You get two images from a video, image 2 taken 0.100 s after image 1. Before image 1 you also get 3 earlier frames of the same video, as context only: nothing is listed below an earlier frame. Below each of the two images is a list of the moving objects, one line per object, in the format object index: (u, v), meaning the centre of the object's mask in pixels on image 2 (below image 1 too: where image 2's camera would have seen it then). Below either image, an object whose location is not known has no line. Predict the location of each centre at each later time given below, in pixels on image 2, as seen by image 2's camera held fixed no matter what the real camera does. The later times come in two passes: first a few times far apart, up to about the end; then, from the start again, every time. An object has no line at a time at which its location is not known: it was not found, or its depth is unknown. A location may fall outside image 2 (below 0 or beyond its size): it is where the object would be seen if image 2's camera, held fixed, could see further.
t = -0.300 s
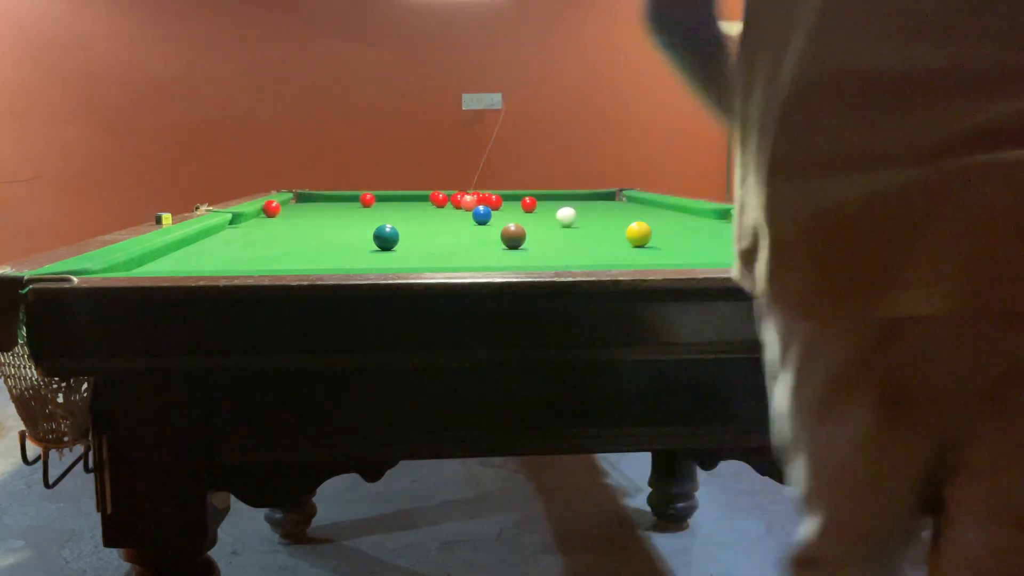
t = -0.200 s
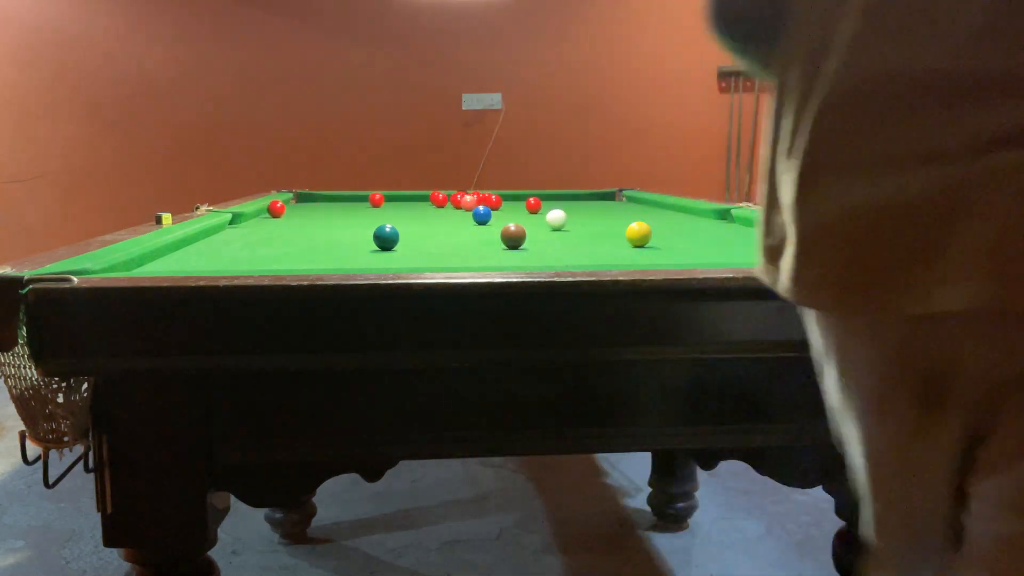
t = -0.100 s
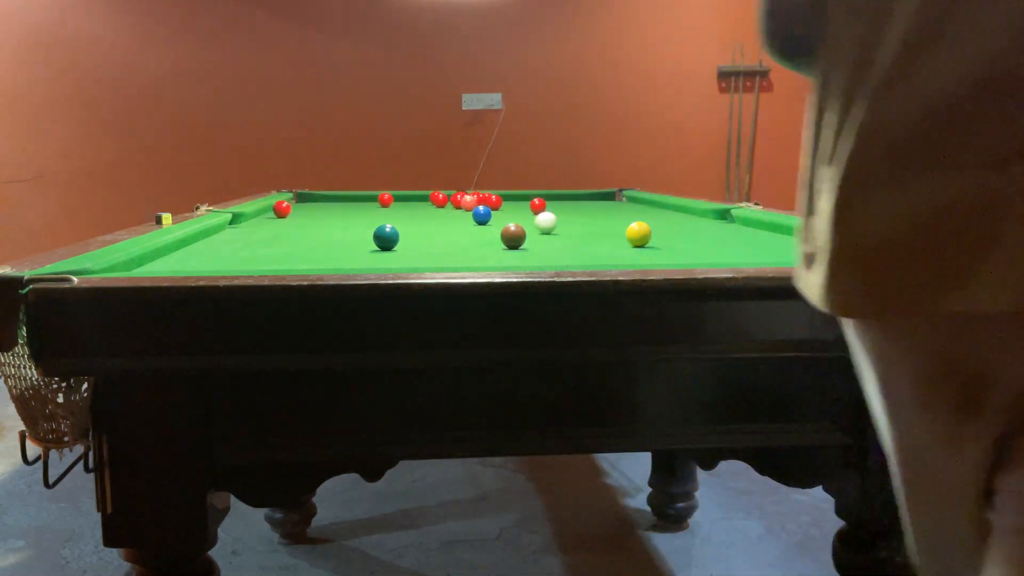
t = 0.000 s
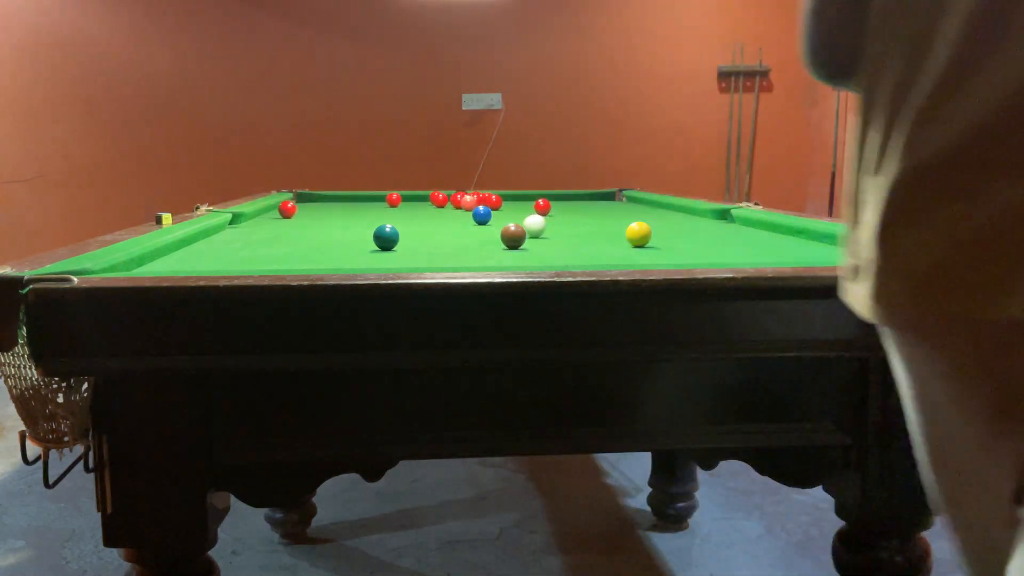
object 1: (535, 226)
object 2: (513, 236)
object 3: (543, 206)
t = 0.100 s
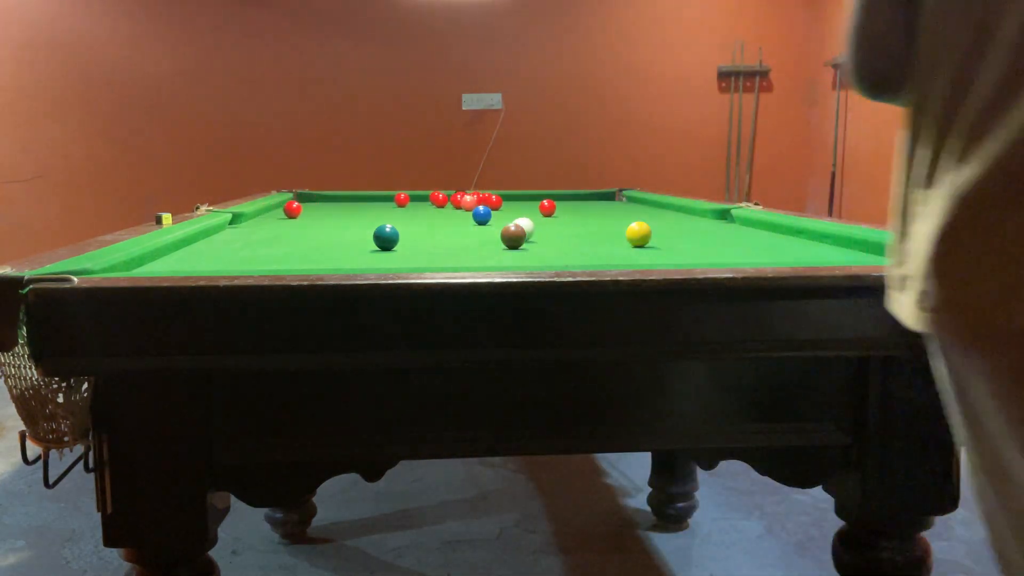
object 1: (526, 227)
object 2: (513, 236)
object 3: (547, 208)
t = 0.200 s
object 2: (513, 236)
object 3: (552, 208)
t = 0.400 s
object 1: (465, 235)
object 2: (527, 241)
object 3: (561, 210)
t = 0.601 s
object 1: (422, 237)
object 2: (541, 246)
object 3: (571, 212)
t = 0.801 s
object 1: (383, 240)
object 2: (555, 251)
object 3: (580, 214)
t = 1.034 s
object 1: (339, 243)
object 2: (572, 254)
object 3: (591, 216)
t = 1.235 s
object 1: (301, 246)
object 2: (588, 257)
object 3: (600, 218)
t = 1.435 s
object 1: (263, 249)
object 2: (605, 259)
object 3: (608, 219)
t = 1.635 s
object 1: (226, 252)
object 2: (606, 259)
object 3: (616, 221)
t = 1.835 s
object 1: (188, 255)
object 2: (601, 257)
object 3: (622, 222)
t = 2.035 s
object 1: (151, 257)
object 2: (596, 256)
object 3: (628, 221)
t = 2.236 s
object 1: (162, 258)
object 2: (591, 255)
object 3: (638, 219)
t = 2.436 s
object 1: (173, 258)
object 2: (585, 254)
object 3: (649, 223)
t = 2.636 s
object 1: (183, 258)
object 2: (580, 253)
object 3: (655, 227)
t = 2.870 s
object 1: (192, 259)
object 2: (574, 252)
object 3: (661, 229)
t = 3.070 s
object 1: (199, 259)
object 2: (571, 251)
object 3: (666, 230)
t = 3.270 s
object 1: (203, 259)
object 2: (568, 250)
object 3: (669, 231)
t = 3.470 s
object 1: (204, 259)
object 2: (567, 250)
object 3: (672, 231)
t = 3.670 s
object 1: (203, 259)
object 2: (566, 250)
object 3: (674, 232)
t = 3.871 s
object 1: (203, 259)
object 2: (566, 250)
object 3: (675, 232)
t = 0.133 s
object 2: (513, 236)
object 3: (549, 208)
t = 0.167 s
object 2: (513, 236)
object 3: (550, 208)
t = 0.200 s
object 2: (513, 236)
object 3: (552, 208)
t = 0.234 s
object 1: (498, 233)
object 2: (516, 237)
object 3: (554, 209)
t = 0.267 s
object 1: (493, 234)
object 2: (518, 238)
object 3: (555, 209)
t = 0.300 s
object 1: (487, 234)
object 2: (520, 239)
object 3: (557, 209)
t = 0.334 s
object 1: (480, 234)
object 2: (523, 239)
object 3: (558, 210)
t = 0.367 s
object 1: (472, 235)
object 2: (525, 240)
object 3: (560, 210)
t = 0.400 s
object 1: (465, 235)
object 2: (527, 241)
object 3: (561, 210)
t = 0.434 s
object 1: (458, 235)
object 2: (529, 242)
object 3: (563, 211)
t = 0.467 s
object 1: (451, 236)
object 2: (532, 243)
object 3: (565, 211)
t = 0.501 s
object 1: (444, 236)
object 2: (534, 244)
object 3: (566, 211)
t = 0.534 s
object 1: (437, 237)
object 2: (536, 245)
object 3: (568, 212)
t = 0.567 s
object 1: (429, 237)
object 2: (538, 245)
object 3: (569, 212)
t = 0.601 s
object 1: (422, 237)
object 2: (541, 246)
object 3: (571, 212)
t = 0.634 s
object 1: (415, 238)
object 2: (543, 247)
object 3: (572, 212)
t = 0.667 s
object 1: (408, 238)
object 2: (545, 248)
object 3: (574, 213)
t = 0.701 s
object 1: (401, 239)
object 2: (548, 249)
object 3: (576, 213)
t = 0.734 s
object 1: (394, 239)
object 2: (550, 250)
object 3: (577, 213)
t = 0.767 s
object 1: (389, 239)
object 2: (553, 250)
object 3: (579, 214)
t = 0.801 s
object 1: (383, 240)
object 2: (555, 251)
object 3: (580, 214)
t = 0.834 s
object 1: (377, 241)
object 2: (557, 251)
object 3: (582, 214)
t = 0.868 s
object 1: (371, 241)
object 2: (560, 252)
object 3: (583, 214)
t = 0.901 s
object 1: (364, 242)
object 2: (562, 253)
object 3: (585, 215)
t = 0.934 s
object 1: (358, 242)
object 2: (565, 253)
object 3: (586, 215)
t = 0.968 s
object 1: (351, 242)
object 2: (567, 253)
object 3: (588, 215)
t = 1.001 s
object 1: (345, 243)
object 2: (570, 254)
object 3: (589, 216)
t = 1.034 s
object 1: (339, 243)
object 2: (572, 254)
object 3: (591, 216)
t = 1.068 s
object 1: (333, 244)
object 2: (575, 255)
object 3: (592, 216)
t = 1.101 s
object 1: (326, 244)
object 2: (578, 255)
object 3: (594, 217)
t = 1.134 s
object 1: (320, 245)
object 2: (580, 256)
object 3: (595, 217)
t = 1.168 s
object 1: (314, 245)
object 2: (583, 256)
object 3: (597, 217)
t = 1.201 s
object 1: (308, 245)
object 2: (586, 256)
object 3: (598, 217)
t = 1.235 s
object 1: (301, 246)
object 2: (588, 257)
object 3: (600, 218)
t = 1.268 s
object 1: (295, 246)
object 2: (591, 257)
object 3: (601, 218)
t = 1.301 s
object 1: (289, 247)
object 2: (594, 258)
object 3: (603, 218)
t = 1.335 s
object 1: (282, 247)
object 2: (597, 258)
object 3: (604, 219)
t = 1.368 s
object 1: (276, 248)
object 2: (599, 259)
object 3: (606, 219)
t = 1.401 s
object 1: (269, 248)
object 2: (602, 259)
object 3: (607, 219)
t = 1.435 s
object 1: (263, 249)
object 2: (605, 259)
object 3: (608, 219)
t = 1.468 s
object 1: (257, 250)
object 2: (608, 260)
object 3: (610, 220)
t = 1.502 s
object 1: (251, 250)
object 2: (608, 260)
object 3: (611, 220)
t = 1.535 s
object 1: (244, 250)
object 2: (608, 260)
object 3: (612, 220)
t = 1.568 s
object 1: (238, 251)
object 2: (607, 259)
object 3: (614, 221)
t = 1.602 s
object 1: (232, 251)
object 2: (607, 259)
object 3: (615, 221)
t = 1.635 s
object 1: (226, 252)
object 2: (606, 259)
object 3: (616, 221)
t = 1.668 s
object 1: (219, 252)
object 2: (605, 258)
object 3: (618, 221)
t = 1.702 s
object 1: (213, 253)
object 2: (604, 258)
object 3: (619, 222)
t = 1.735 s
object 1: (207, 253)
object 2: (603, 258)
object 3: (620, 222)
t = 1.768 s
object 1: (200, 254)
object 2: (603, 258)
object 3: (621, 222)
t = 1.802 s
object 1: (194, 254)
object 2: (602, 257)
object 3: (621, 222)
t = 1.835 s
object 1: (188, 255)
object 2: (601, 257)
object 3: (622, 222)
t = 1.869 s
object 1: (182, 255)
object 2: (600, 257)
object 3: (623, 222)
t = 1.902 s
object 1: (176, 255)
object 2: (599, 257)
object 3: (624, 222)
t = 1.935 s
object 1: (169, 256)
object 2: (598, 256)
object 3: (625, 222)
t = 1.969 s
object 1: (163, 256)
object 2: (597, 256)
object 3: (626, 222)
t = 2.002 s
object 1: (157, 256)
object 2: (596, 256)
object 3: (627, 221)
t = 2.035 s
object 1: (151, 257)
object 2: (596, 256)
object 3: (628, 221)
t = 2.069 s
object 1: (152, 257)
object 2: (595, 256)
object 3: (629, 221)
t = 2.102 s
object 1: (154, 257)
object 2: (594, 255)
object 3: (631, 220)
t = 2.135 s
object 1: (156, 257)
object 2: (593, 255)
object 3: (632, 220)
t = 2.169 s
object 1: (158, 257)
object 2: (592, 255)
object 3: (634, 220)
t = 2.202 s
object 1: (160, 258)
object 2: (592, 255)
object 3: (636, 220)
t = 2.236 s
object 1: (162, 258)
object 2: (591, 255)
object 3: (638, 219)
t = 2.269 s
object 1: (164, 258)
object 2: (590, 255)
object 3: (640, 220)
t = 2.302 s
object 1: (165, 258)
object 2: (589, 254)
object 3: (642, 220)
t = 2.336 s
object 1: (167, 258)
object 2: (588, 254)
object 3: (644, 220)
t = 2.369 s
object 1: (169, 258)
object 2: (587, 254)
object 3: (646, 221)
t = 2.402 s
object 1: (171, 258)
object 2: (586, 254)
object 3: (648, 222)
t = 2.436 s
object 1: (173, 258)
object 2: (585, 254)
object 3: (649, 223)
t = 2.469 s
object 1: (174, 258)
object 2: (584, 253)
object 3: (650, 223)
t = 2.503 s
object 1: (176, 258)
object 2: (583, 253)
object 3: (651, 224)
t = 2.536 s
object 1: (178, 258)
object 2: (582, 253)
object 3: (652, 225)
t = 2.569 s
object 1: (180, 258)
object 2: (581, 253)
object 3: (654, 226)
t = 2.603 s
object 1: (181, 258)
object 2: (581, 253)
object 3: (655, 226)
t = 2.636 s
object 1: (183, 258)
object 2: (580, 253)
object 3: (655, 227)
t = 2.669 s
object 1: (184, 259)
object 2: (579, 253)
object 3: (656, 227)
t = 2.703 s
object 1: (185, 258)
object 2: (578, 252)
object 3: (657, 227)
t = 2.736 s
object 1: (187, 259)
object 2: (577, 252)
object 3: (658, 228)
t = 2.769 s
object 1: (188, 259)
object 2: (576, 252)
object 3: (659, 228)
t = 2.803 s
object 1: (190, 259)
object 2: (576, 252)
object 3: (660, 228)
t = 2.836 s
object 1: (191, 259)
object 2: (575, 252)
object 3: (660, 229)
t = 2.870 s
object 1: (192, 259)
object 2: (574, 252)
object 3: (661, 229)
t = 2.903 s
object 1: (193, 259)
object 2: (574, 252)
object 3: (662, 229)
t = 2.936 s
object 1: (195, 259)
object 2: (573, 251)
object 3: (663, 229)
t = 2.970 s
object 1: (196, 259)
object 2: (573, 251)
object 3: (663, 230)
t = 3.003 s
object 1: (197, 259)
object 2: (572, 251)
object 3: (664, 230)
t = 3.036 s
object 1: (198, 259)
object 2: (572, 251)
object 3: (665, 230)
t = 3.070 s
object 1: (199, 259)
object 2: (571, 251)
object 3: (666, 230)
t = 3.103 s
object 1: (200, 259)
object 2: (571, 251)
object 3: (666, 230)
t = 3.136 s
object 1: (200, 259)
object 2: (570, 251)
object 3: (667, 230)
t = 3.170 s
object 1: (201, 259)
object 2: (570, 251)
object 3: (667, 230)
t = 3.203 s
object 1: (202, 259)
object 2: (569, 251)
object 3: (668, 230)
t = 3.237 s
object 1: (203, 259)
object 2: (569, 251)
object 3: (668, 231)
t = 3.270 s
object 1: (203, 259)
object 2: (568, 250)
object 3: (669, 231)
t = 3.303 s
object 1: (204, 259)
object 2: (568, 250)
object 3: (670, 231)
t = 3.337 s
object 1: (204, 259)
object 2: (568, 250)
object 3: (670, 231)
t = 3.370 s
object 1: (204, 259)
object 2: (567, 250)
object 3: (671, 231)
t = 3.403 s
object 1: (204, 259)
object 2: (567, 250)
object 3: (671, 231)
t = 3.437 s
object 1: (204, 259)
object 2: (567, 250)
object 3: (672, 231)
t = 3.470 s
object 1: (204, 259)
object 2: (567, 250)
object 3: (672, 231)
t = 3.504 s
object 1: (204, 259)
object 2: (567, 250)
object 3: (672, 231)
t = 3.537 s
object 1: (204, 259)
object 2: (567, 250)
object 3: (673, 231)
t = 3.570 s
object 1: (204, 259)
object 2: (566, 250)
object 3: (673, 231)
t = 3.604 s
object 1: (203, 259)
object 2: (566, 250)
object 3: (673, 232)
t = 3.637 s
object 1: (203, 259)
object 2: (566, 250)
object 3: (673, 232)
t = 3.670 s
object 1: (203, 259)
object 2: (566, 250)
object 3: (674, 232)
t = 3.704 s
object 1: (203, 259)
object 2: (566, 250)
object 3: (674, 232)
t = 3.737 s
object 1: (203, 259)
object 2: (566, 250)
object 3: (674, 232)
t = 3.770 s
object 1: (203, 259)
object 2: (566, 250)
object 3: (674, 232)
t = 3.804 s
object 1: (203, 259)
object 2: (566, 250)
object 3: (674, 232)
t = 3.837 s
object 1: (203, 259)
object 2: (566, 250)
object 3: (675, 232)
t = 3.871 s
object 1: (203, 259)
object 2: (566, 250)
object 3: (675, 232)
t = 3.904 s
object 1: (203, 259)
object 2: (566, 250)
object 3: (675, 232)
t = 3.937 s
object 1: (203, 259)
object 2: (566, 250)
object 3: (674, 232)
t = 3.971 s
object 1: (203, 259)
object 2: (566, 250)
